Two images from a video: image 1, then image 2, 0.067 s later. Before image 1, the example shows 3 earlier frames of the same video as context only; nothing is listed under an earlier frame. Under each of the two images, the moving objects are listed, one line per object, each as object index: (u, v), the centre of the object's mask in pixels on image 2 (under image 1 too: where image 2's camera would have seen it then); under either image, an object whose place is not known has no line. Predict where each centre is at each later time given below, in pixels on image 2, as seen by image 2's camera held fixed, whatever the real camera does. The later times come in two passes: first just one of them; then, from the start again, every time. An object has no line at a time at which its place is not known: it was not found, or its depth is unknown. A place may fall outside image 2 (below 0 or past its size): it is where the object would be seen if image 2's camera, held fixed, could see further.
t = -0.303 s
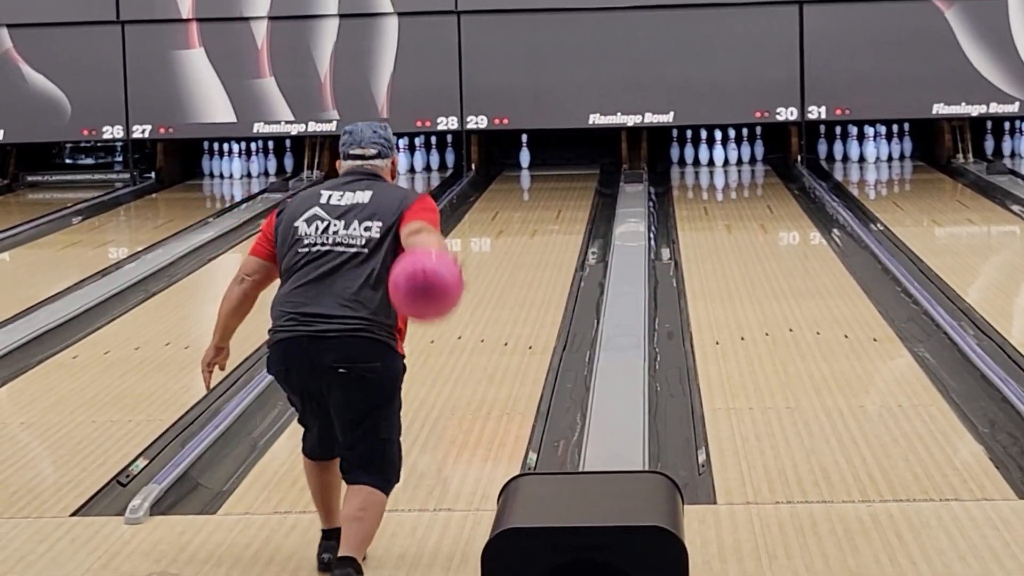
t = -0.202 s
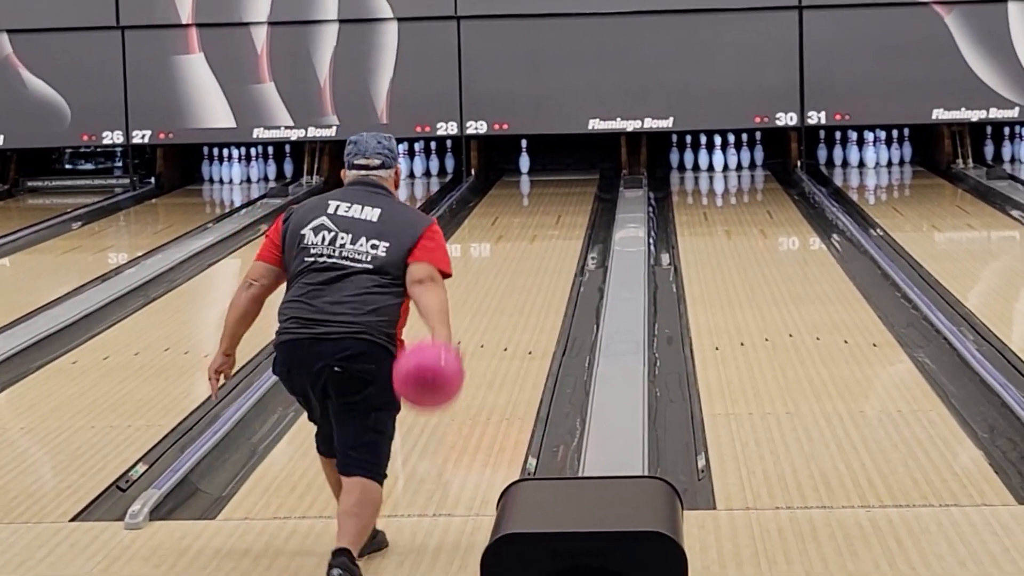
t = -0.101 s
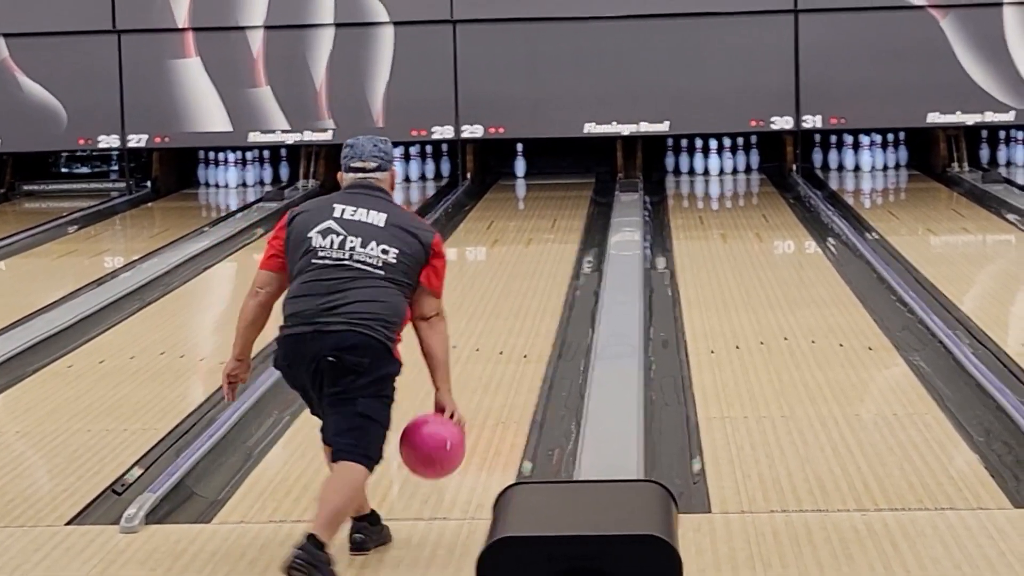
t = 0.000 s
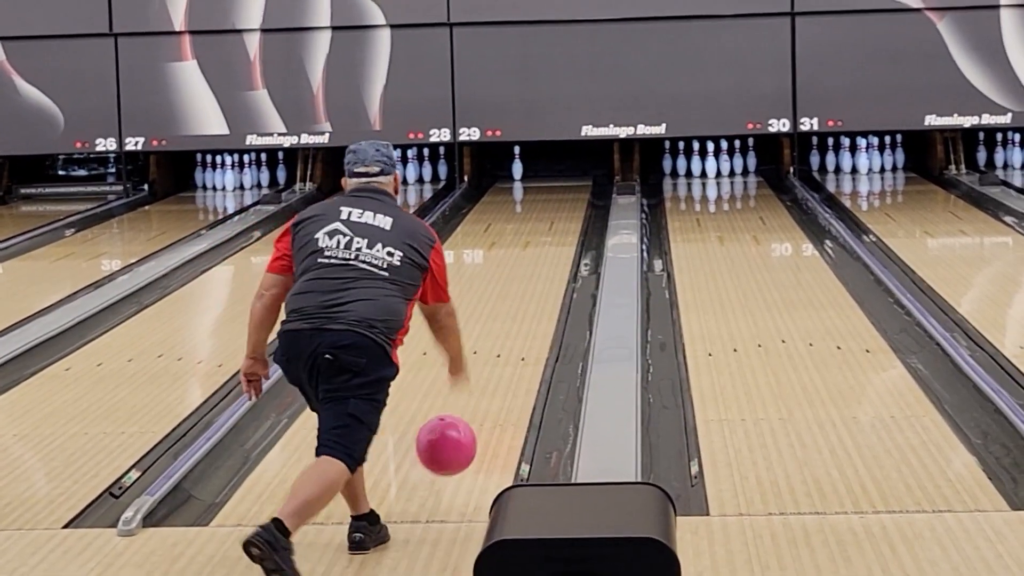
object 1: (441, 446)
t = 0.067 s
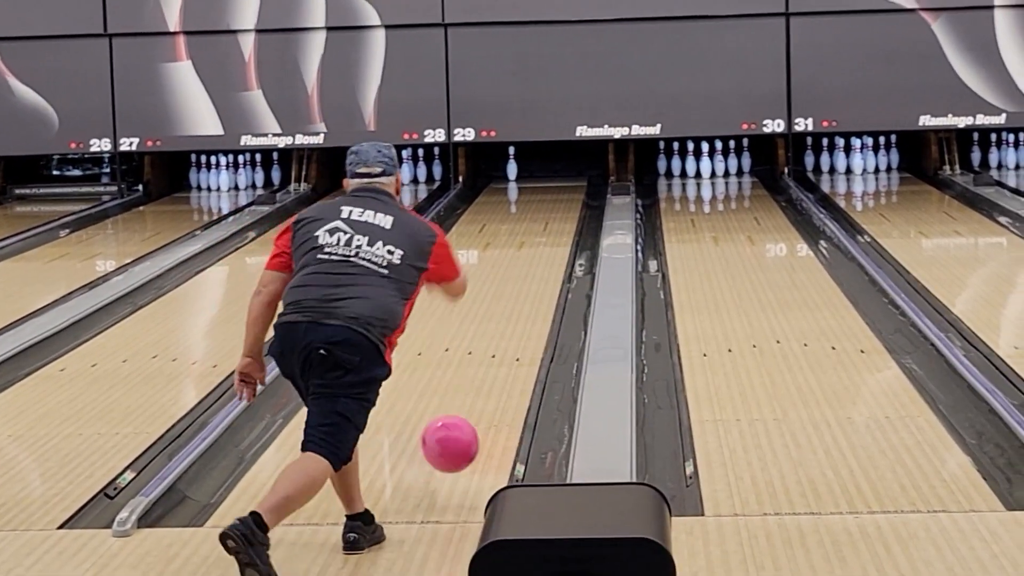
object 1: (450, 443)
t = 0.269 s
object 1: (471, 410)
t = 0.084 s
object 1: (452, 445)
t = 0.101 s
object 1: (454, 447)
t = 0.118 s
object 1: (456, 449)
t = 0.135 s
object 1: (458, 450)
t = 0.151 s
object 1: (460, 441)
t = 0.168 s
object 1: (461, 434)
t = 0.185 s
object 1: (463, 428)
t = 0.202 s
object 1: (465, 423)
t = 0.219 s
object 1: (466, 418)
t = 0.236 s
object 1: (468, 414)
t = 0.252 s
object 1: (469, 412)
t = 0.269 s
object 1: (471, 410)
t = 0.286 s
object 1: (472, 406)
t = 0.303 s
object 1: (473, 402)
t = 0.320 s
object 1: (475, 398)
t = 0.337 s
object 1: (476, 394)
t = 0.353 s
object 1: (477, 391)
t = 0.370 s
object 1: (478, 387)
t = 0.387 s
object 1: (479, 383)
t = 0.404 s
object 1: (481, 379)
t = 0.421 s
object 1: (482, 375)
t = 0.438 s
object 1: (483, 372)
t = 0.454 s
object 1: (484, 369)
